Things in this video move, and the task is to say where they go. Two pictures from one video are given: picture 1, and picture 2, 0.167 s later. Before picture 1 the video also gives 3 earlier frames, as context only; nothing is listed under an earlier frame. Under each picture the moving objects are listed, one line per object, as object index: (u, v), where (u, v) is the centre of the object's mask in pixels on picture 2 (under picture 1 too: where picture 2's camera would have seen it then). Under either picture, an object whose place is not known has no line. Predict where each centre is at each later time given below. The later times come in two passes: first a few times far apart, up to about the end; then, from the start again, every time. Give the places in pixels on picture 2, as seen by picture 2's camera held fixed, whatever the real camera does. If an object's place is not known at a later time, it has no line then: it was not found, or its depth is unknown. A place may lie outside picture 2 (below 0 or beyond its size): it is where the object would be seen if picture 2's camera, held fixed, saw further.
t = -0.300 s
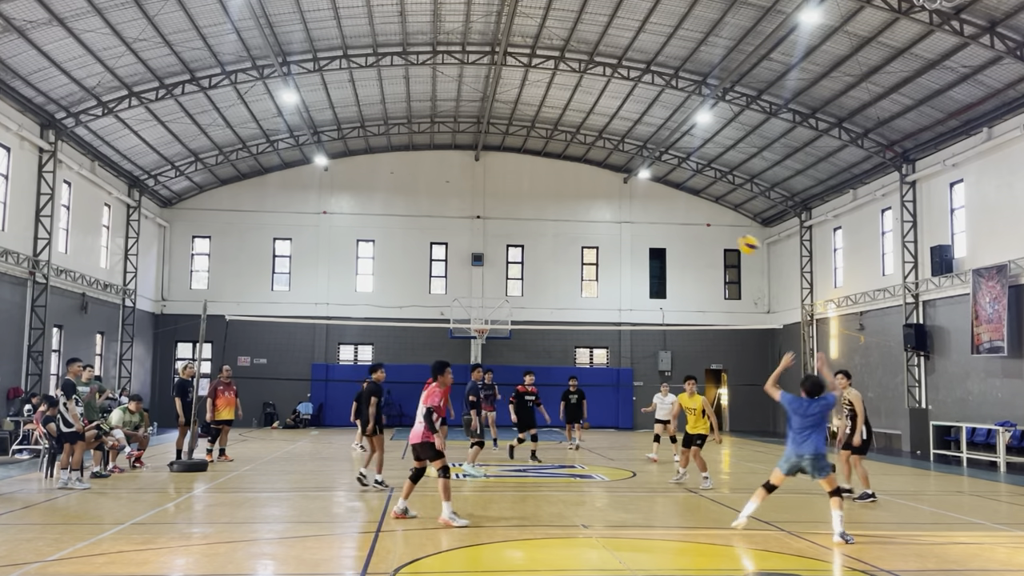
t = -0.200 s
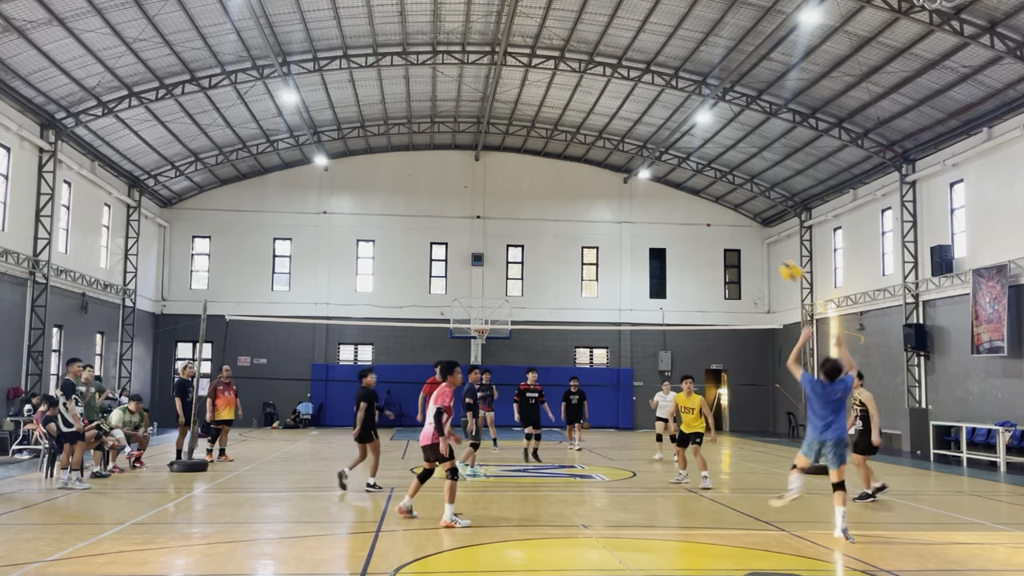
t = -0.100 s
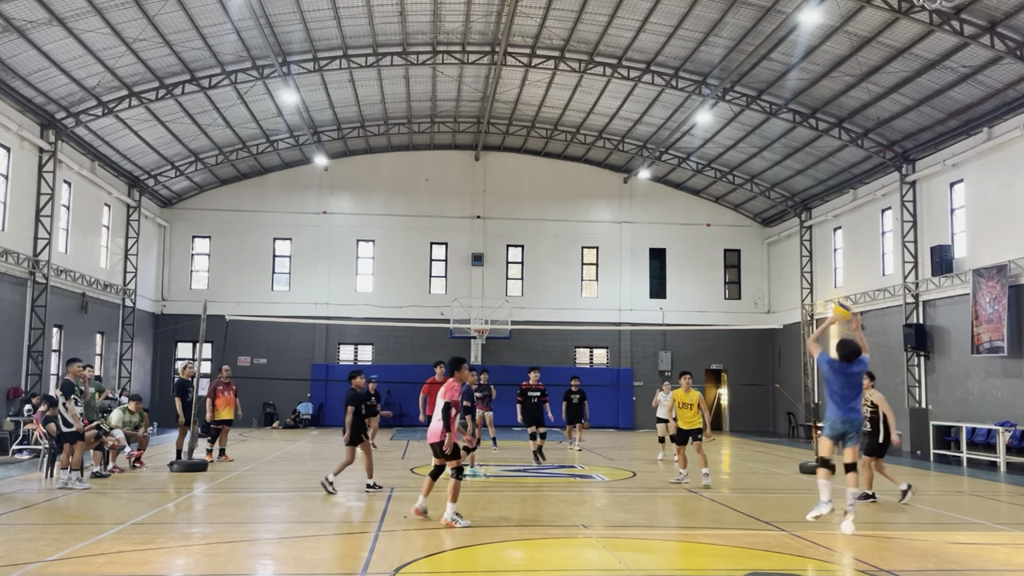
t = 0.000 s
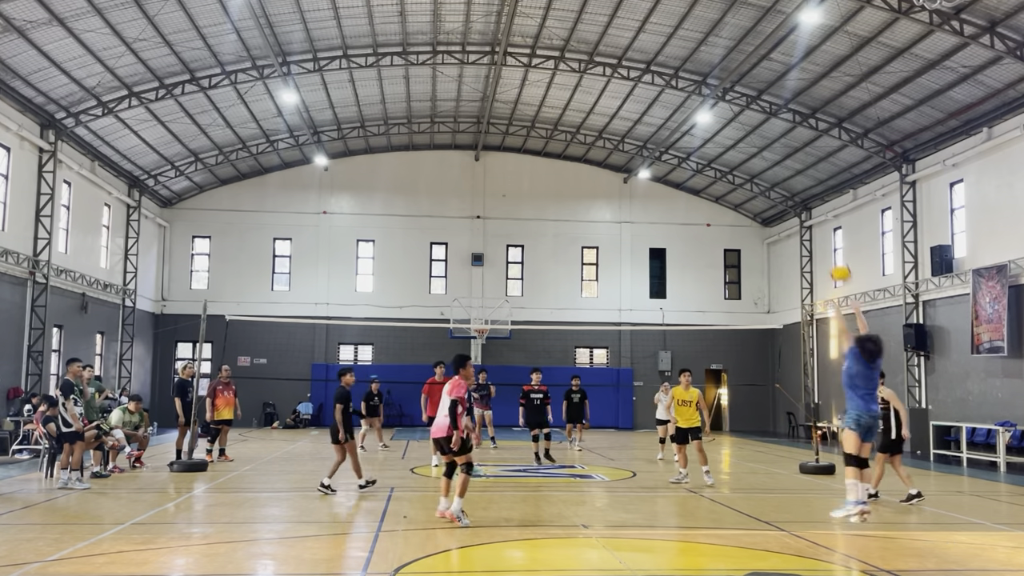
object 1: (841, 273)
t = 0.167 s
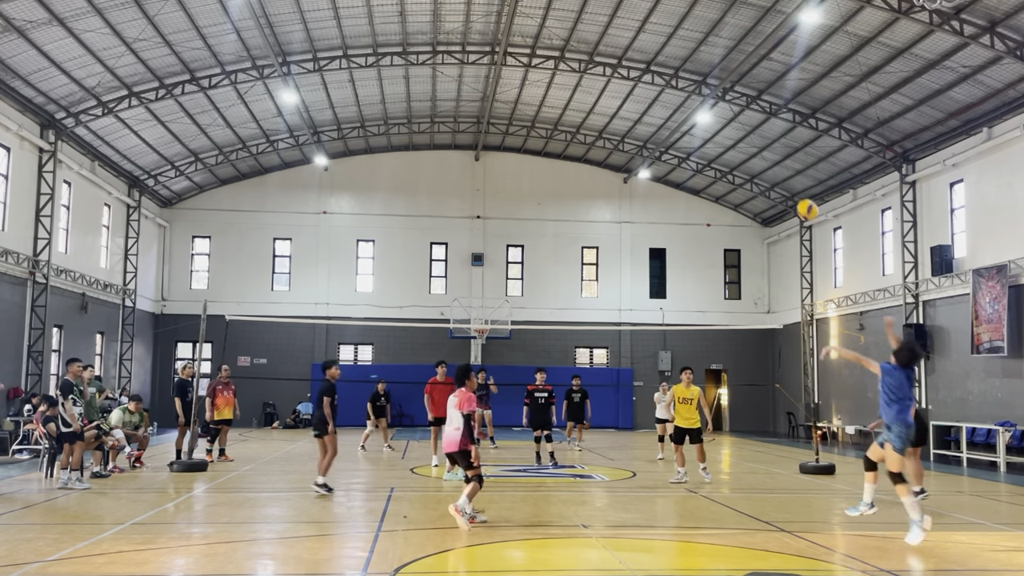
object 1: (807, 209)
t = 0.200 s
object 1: (801, 201)
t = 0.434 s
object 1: (766, 172)
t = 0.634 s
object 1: (741, 185)
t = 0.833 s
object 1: (720, 224)
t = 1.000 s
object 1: (703, 276)
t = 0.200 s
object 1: (801, 201)
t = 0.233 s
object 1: (796, 194)
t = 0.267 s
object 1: (790, 188)
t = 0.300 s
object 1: (785, 183)
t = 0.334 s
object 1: (780, 179)
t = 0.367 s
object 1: (775, 176)
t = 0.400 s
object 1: (771, 174)
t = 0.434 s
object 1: (766, 172)
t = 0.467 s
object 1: (762, 172)
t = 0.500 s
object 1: (758, 173)
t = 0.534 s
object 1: (753, 175)
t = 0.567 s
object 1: (749, 177)
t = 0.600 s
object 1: (745, 181)
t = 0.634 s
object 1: (741, 185)
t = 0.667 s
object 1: (737, 190)
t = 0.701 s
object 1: (734, 196)
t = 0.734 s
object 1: (730, 202)
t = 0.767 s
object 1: (727, 208)
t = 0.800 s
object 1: (723, 216)
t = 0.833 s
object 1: (720, 224)
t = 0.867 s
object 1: (716, 233)
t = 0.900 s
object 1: (713, 243)
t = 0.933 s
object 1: (710, 253)
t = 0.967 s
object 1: (707, 264)
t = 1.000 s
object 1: (703, 276)
